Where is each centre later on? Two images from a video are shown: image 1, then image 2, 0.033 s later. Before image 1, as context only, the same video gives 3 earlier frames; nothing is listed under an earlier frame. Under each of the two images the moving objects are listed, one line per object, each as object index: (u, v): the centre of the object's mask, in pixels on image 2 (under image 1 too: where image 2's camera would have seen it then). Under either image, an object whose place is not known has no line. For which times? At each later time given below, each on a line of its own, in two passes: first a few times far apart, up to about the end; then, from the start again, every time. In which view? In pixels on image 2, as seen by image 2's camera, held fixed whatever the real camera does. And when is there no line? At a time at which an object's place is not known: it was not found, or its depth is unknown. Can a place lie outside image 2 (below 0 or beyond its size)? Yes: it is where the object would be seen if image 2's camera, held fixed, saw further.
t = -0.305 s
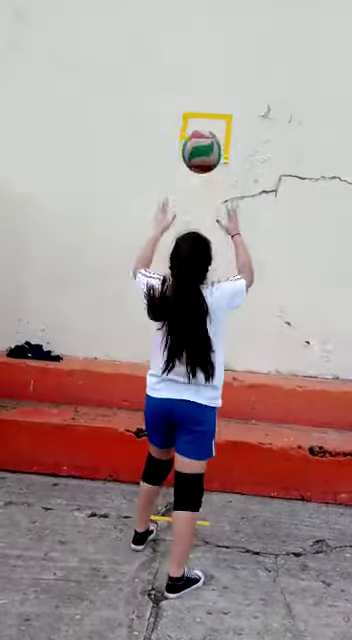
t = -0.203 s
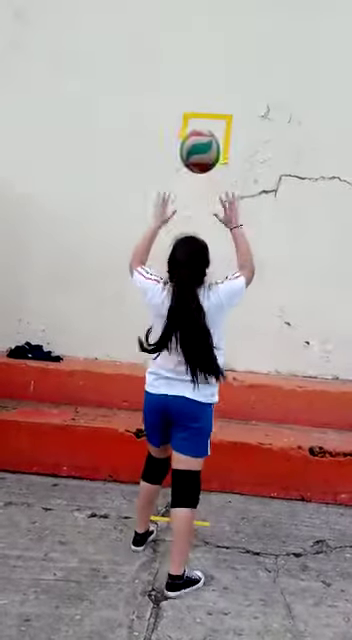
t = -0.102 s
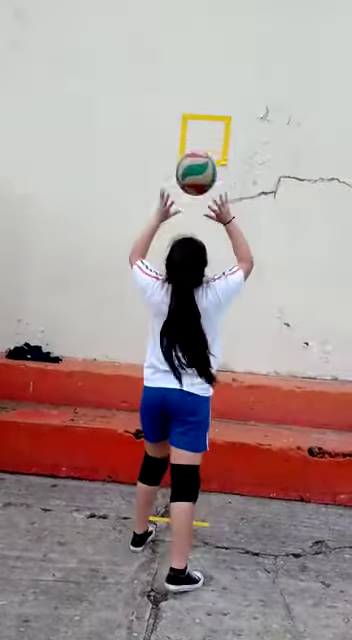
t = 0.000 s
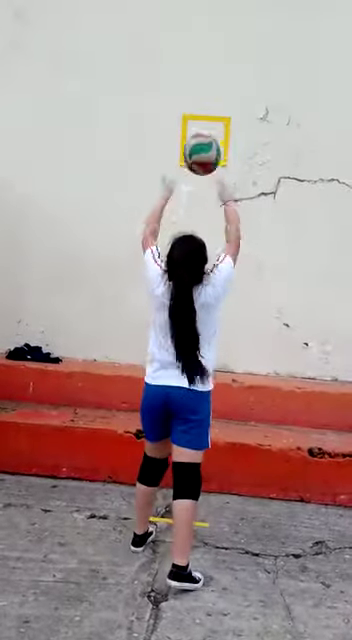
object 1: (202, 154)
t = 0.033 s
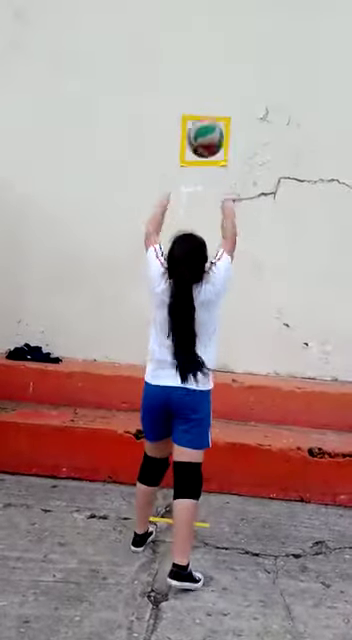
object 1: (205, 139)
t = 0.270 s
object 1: (220, 98)
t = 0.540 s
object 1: (223, 103)
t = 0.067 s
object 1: (208, 125)
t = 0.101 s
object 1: (211, 115)
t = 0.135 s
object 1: (213, 107)
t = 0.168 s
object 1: (215, 102)
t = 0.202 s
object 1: (217, 98)
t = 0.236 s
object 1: (219, 97)
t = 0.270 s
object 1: (220, 98)
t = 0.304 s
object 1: (222, 100)
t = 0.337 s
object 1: (223, 103)
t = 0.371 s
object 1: (223, 108)
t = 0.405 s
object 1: (224, 104)
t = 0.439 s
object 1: (224, 101)
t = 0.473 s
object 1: (224, 100)
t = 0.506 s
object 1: (224, 100)
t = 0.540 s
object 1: (223, 103)
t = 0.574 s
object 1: (223, 107)
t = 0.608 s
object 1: (222, 113)
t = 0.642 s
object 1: (222, 121)
